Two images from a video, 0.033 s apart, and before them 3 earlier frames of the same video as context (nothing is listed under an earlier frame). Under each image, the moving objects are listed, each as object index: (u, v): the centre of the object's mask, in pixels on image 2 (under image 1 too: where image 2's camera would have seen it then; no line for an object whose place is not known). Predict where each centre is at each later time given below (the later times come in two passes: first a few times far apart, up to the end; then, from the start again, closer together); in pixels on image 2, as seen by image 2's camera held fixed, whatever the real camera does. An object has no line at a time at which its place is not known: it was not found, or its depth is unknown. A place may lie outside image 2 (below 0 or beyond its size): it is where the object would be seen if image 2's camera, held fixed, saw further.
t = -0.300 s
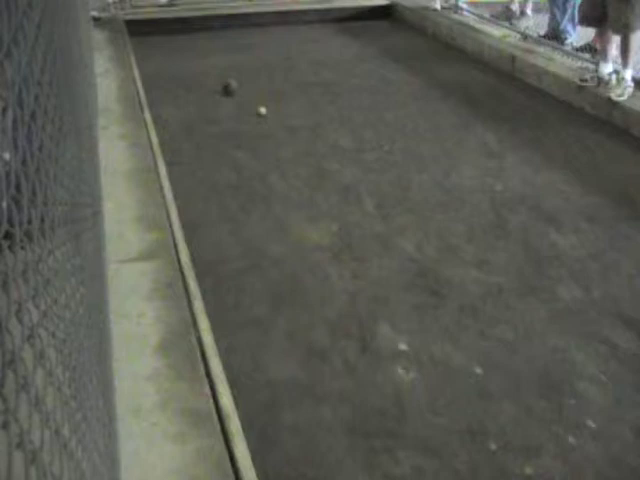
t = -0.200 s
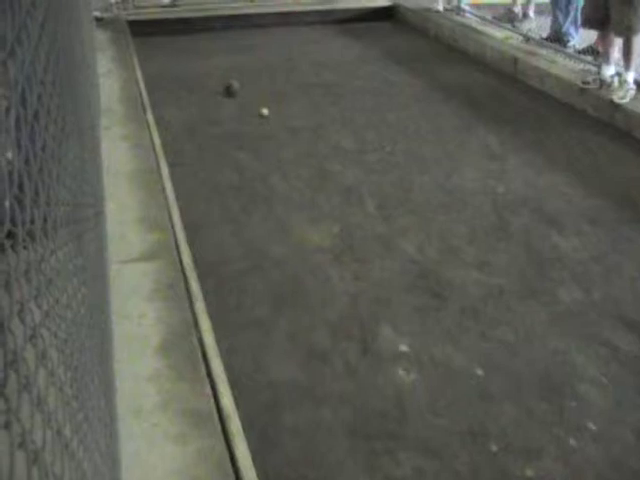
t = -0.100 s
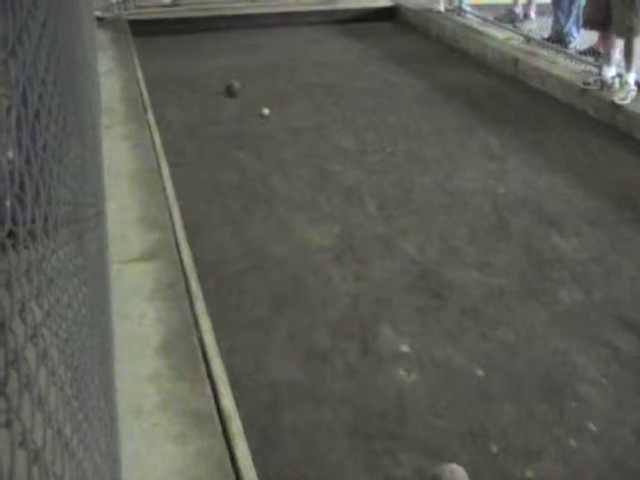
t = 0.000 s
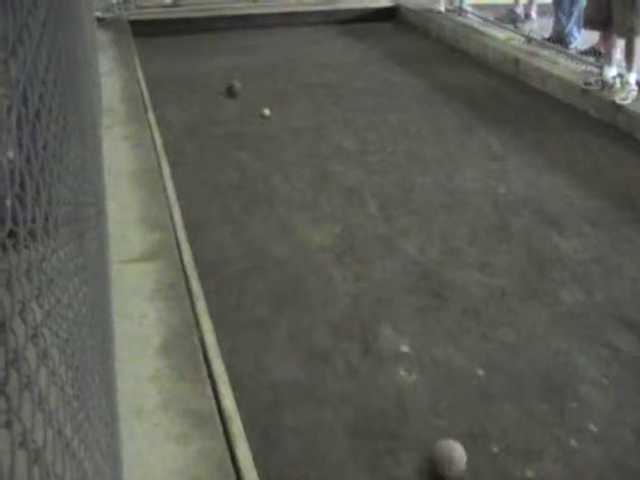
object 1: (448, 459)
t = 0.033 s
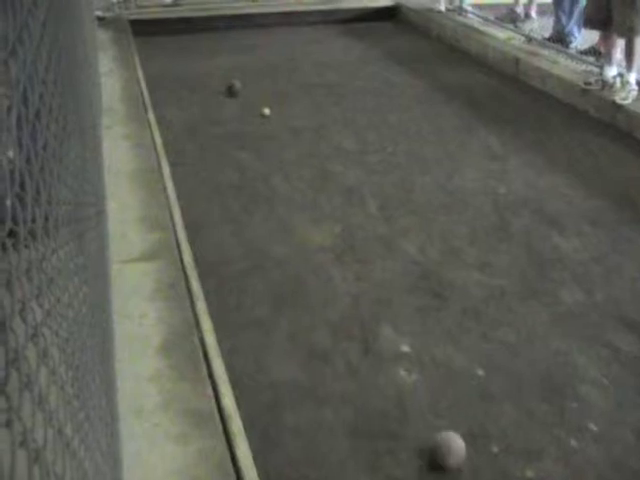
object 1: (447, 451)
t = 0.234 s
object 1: (444, 408)
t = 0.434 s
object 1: (441, 375)
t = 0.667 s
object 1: (438, 340)
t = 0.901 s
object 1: (436, 313)
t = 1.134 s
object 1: (433, 289)
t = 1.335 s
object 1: (431, 274)
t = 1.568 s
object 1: (427, 257)
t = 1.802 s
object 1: (424, 242)
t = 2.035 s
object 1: (420, 232)
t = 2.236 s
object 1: (415, 224)
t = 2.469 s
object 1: (411, 216)
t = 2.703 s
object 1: (406, 209)
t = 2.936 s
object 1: (402, 204)
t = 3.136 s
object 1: (400, 201)
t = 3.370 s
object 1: (397, 197)
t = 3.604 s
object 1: (395, 195)
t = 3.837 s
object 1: (398, 193)
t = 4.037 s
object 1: (399, 192)
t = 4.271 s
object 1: (402, 190)
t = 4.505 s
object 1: (402, 190)
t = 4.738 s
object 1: (402, 189)
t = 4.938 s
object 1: (402, 189)
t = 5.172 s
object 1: (402, 189)
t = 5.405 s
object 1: (401, 190)
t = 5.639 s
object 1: (401, 189)
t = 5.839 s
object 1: (402, 189)
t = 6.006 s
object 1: (401, 189)
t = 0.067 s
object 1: (447, 443)
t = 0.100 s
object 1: (446, 436)
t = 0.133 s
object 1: (446, 428)
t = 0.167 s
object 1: (445, 421)
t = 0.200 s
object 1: (444, 415)
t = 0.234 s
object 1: (444, 408)
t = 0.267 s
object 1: (443, 401)
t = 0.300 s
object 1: (444, 396)
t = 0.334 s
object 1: (443, 389)
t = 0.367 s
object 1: (443, 384)
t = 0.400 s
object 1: (442, 378)
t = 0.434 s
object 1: (441, 375)
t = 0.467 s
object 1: (441, 368)
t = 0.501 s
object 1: (441, 363)
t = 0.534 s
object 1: (440, 358)
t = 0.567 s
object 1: (439, 353)
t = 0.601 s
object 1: (439, 348)
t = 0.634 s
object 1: (439, 344)
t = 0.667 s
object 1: (438, 340)
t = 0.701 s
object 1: (437, 335)
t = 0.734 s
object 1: (438, 331)
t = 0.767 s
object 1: (437, 327)
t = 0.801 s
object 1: (437, 323)
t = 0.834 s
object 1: (436, 320)
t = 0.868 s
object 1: (436, 316)
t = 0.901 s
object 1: (436, 313)
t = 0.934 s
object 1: (436, 309)
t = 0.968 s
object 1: (435, 306)
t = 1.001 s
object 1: (435, 303)
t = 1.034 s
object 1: (435, 299)
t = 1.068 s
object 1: (434, 297)
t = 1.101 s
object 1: (433, 292)
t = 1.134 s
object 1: (433, 289)
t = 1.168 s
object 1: (433, 286)
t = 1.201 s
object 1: (432, 283)
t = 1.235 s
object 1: (432, 280)
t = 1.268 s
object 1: (431, 277)
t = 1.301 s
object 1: (431, 276)
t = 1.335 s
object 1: (431, 274)
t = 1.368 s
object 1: (429, 270)
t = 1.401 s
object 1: (429, 267)
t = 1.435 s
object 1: (428, 265)
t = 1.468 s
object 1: (428, 263)
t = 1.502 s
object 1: (427, 261)
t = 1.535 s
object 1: (427, 258)
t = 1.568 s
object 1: (427, 257)
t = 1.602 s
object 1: (426, 254)
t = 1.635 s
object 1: (427, 251)
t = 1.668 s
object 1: (427, 250)
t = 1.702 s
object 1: (426, 248)
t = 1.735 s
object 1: (425, 246)
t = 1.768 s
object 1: (425, 244)
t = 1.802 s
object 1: (424, 242)
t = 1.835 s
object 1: (424, 241)
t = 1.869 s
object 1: (424, 239)
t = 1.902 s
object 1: (423, 238)
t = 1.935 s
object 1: (422, 236)
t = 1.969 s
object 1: (422, 235)
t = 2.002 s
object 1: (421, 233)
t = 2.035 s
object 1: (420, 232)
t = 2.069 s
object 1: (420, 230)
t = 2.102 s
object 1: (419, 229)
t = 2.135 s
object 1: (418, 227)
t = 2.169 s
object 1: (417, 226)
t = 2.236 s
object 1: (415, 224)
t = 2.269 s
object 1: (415, 222)
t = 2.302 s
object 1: (414, 221)
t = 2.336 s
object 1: (414, 220)
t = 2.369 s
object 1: (413, 220)
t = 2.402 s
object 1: (412, 218)
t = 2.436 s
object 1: (411, 217)
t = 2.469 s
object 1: (411, 216)
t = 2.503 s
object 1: (410, 215)
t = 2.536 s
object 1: (410, 214)
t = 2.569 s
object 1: (409, 213)
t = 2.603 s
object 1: (409, 212)
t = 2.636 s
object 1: (407, 211)
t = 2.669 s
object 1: (407, 210)
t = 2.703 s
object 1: (406, 209)
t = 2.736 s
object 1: (406, 208)
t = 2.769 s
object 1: (404, 207)
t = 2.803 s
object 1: (403, 206)
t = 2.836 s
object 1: (403, 206)
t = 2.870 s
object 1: (403, 205)
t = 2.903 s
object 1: (402, 204)
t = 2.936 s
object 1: (402, 204)
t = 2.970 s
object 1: (402, 203)
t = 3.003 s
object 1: (401, 203)
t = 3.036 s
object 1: (401, 202)
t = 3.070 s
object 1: (401, 203)
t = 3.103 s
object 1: (400, 201)
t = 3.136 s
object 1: (400, 201)
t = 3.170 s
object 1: (400, 201)
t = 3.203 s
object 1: (399, 199)
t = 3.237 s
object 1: (398, 199)
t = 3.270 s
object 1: (398, 198)
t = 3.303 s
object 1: (397, 198)
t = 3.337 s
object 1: (397, 198)
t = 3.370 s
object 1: (397, 197)
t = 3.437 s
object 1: (395, 196)
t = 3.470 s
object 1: (395, 196)
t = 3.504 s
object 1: (395, 196)
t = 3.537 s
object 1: (395, 196)
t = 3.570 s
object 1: (395, 195)
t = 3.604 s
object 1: (395, 195)
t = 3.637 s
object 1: (396, 194)
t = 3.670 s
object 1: (396, 194)
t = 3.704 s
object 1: (397, 193)
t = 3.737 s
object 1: (397, 194)
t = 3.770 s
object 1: (397, 193)
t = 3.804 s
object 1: (398, 193)
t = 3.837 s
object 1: (398, 193)
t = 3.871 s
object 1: (398, 192)
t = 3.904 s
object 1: (398, 192)
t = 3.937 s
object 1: (398, 193)
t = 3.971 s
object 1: (399, 192)
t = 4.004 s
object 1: (399, 192)
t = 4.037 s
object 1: (399, 192)
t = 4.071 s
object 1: (400, 191)
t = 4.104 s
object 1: (401, 191)
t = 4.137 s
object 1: (401, 191)
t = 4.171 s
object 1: (401, 191)
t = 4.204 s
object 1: (401, 191)
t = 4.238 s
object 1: (402, 191)
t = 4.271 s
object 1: (402, 190)
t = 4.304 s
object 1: (402, 190)
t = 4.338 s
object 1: (402, 190)
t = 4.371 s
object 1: (402, 190)
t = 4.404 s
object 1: (402, 190)
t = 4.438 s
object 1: (402, 190)
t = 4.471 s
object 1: (402, 190)
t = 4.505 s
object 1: (402, 190)
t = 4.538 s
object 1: (402, 190)
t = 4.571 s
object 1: (402, 190)
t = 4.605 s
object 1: (402, 190)
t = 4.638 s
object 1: (402, 189)
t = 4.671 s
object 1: (402, 189)
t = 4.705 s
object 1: (402, 189)
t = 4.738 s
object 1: (402, 189)
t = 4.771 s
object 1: (402, 189)
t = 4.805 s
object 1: (402, 189)
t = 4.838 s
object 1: (402, 189)
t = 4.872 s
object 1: (402, 189)
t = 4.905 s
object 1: (402, 189)
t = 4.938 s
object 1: (402, 189)
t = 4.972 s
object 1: (401, 189)
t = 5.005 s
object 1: (402, 189)
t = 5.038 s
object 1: (402, 189)
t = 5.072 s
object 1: (402, 189)
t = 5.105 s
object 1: (402, 190)
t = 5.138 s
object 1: (401, 190)
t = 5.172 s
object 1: (402, 189)
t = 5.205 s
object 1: (402, 189)
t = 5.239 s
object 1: (402, 190)
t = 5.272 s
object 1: (401, 189)
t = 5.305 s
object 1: (401, 189)
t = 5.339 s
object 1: (401, 189)
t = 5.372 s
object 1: (401, 190)
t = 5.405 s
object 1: (401, 190)
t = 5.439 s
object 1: (401, 190)
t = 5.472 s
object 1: (401, 189)
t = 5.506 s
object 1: (402, 189)
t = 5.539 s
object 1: (401, 189)
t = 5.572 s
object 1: (402, 189)
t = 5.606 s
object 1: (401, 189)
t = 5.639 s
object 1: (401, 189)
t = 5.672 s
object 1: (402, 189)
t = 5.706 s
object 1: (402, 189)
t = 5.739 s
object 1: (402, 189)
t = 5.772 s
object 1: (402, 189)
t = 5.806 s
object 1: (402, 189)
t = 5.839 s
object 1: (402, 189)
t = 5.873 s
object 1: (402, 190)
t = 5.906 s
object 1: (402, 190)
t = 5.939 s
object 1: (402, 189)
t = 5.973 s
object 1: (401, 189)
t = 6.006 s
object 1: (401, 189)
